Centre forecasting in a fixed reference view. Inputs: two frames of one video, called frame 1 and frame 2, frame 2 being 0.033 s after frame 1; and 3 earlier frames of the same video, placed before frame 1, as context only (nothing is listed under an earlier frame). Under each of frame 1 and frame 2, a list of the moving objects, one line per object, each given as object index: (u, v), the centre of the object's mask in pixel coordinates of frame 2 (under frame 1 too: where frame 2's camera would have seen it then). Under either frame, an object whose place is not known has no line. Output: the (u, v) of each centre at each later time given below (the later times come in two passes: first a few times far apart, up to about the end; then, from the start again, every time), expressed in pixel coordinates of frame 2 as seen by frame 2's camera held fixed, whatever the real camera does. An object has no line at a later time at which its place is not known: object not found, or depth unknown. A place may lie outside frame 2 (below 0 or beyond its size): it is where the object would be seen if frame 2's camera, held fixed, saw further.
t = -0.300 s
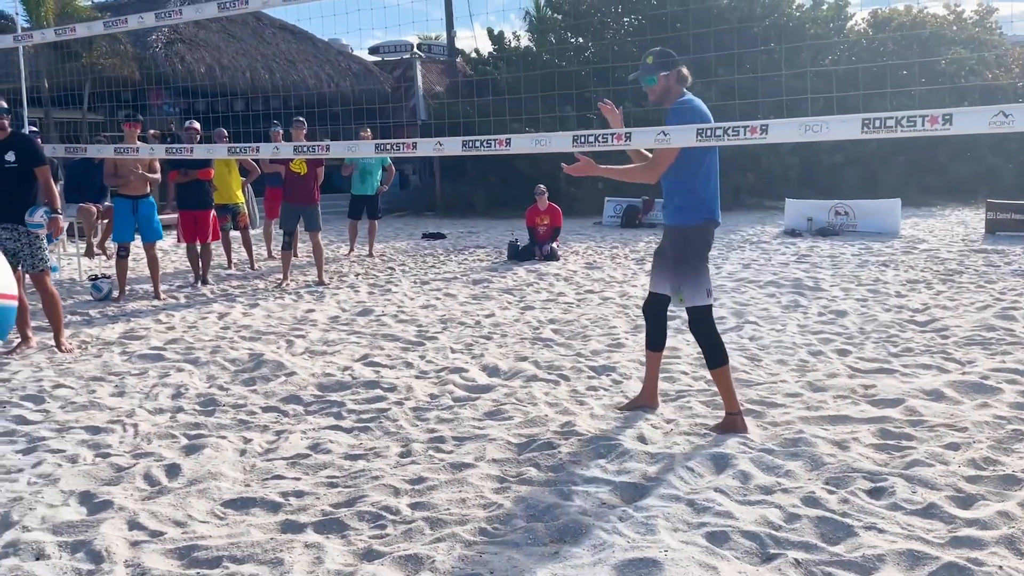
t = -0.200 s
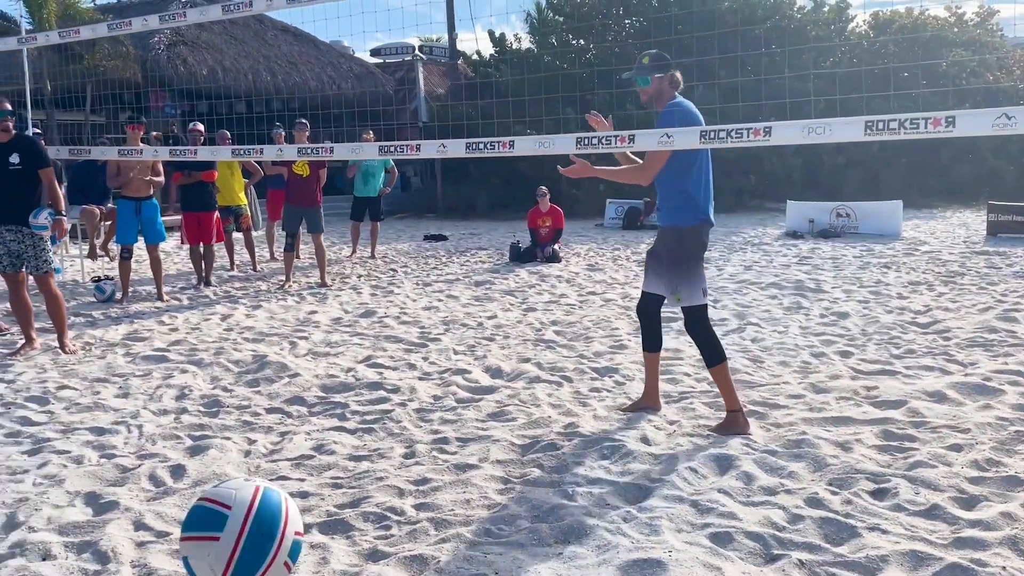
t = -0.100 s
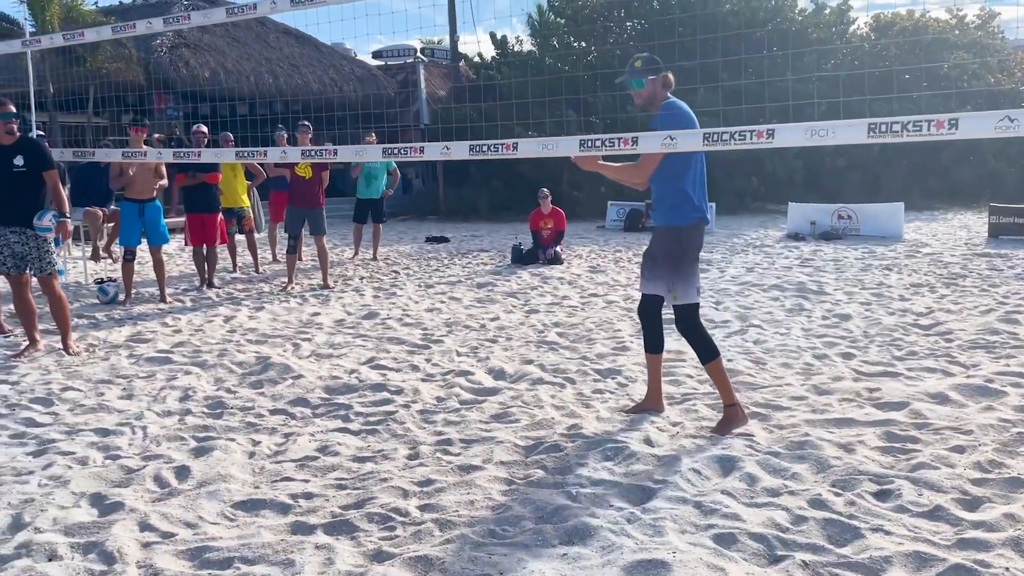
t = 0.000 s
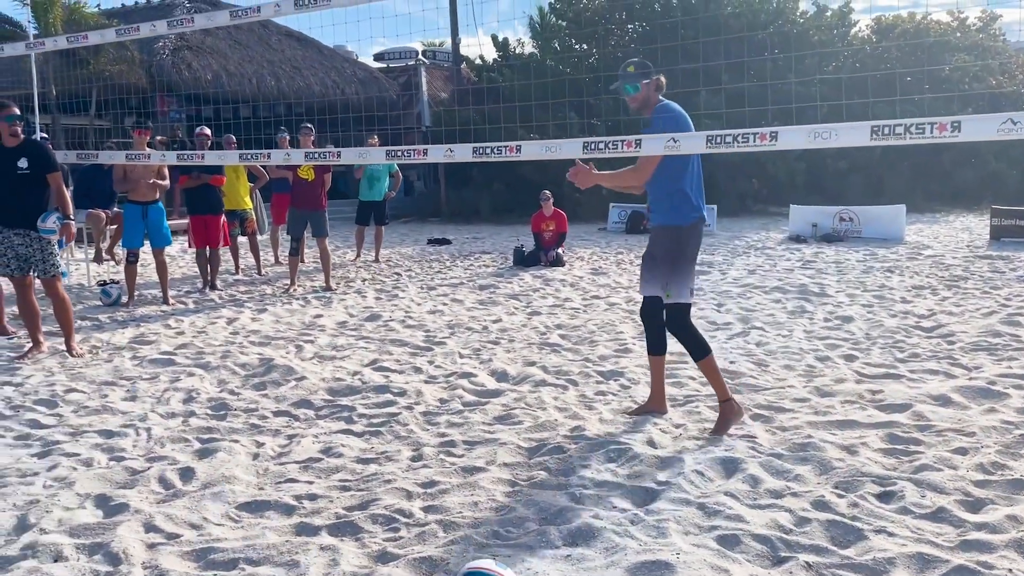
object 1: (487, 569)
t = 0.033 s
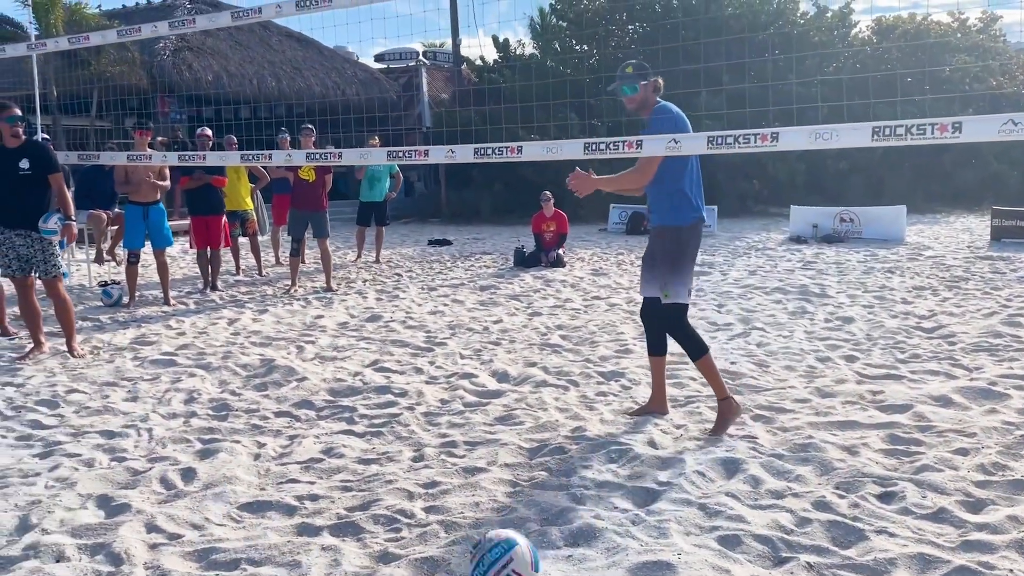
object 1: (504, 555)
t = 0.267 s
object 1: (592, 487)
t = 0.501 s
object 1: (664, 440)
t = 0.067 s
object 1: (518, 541)
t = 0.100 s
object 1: (535, 521)
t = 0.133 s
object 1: (547, 508)
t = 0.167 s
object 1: (559, 498)
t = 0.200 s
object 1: (571, 491)
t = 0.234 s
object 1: (583, 487)
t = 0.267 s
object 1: (592, 487)
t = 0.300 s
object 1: (602, 492)
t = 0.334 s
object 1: (611, 489)
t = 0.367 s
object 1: (622, 475)
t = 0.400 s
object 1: (635, 466)
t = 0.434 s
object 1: (644, 460)
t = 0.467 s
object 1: (656, 448)
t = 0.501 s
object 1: (664, 440)
